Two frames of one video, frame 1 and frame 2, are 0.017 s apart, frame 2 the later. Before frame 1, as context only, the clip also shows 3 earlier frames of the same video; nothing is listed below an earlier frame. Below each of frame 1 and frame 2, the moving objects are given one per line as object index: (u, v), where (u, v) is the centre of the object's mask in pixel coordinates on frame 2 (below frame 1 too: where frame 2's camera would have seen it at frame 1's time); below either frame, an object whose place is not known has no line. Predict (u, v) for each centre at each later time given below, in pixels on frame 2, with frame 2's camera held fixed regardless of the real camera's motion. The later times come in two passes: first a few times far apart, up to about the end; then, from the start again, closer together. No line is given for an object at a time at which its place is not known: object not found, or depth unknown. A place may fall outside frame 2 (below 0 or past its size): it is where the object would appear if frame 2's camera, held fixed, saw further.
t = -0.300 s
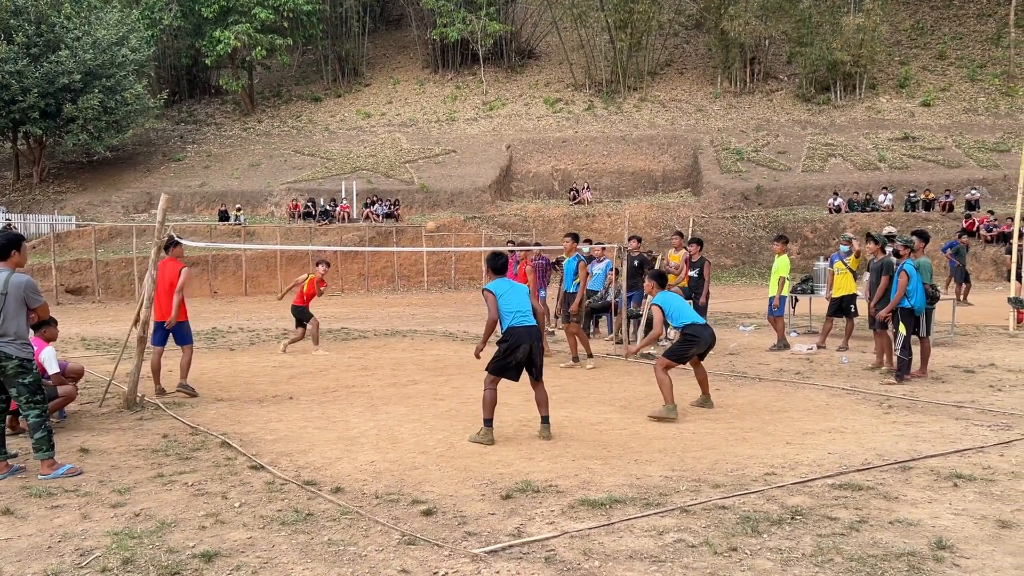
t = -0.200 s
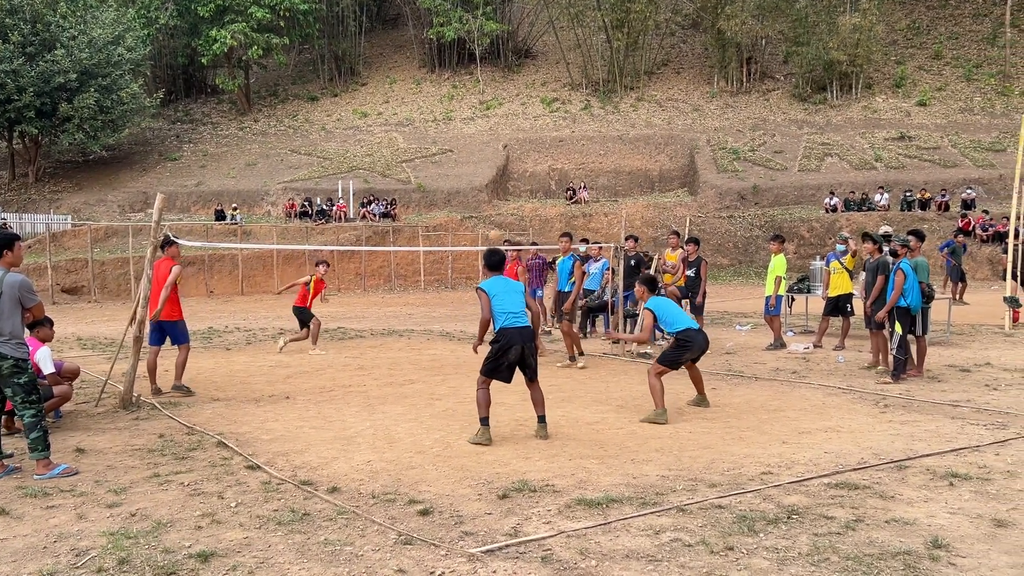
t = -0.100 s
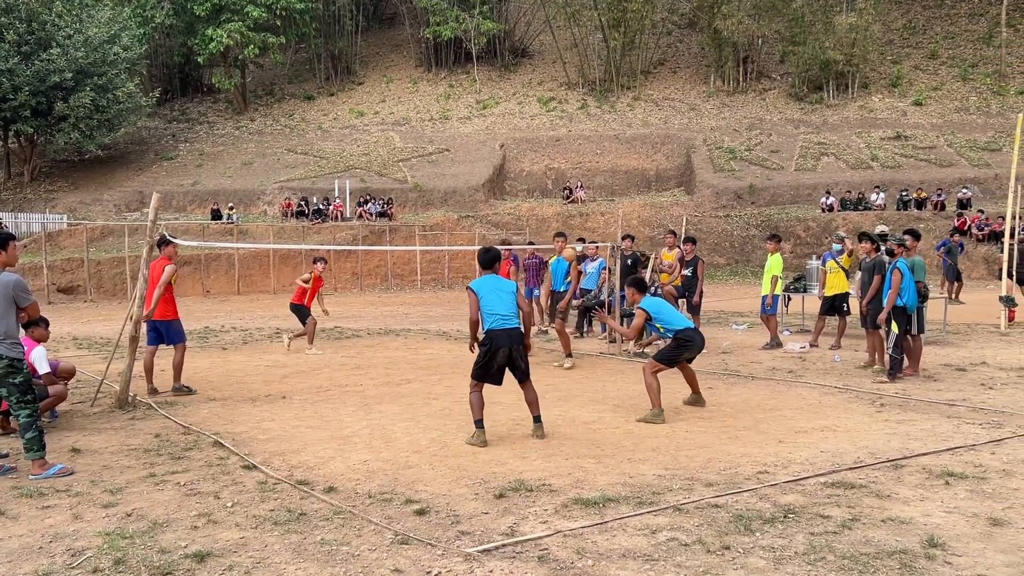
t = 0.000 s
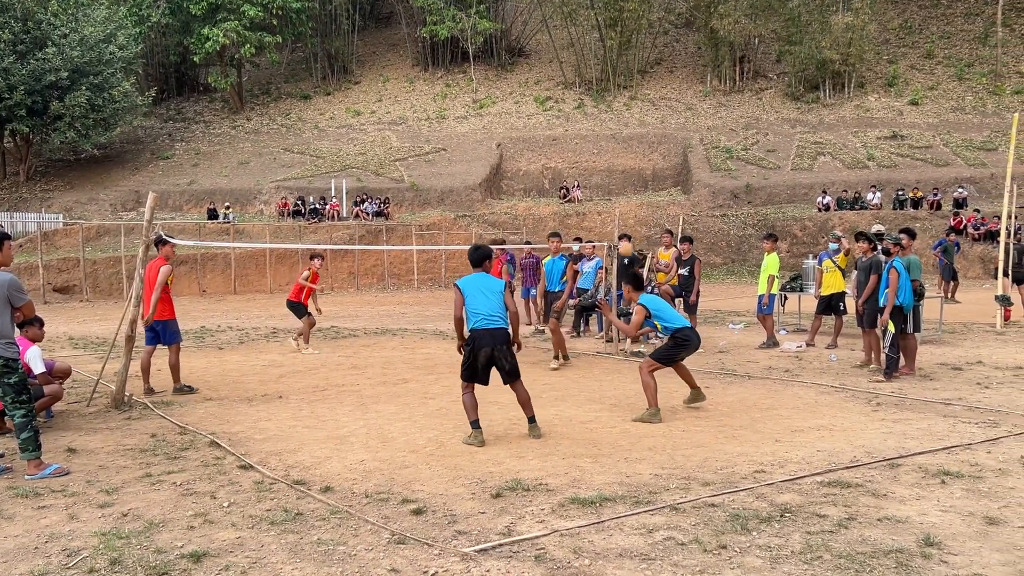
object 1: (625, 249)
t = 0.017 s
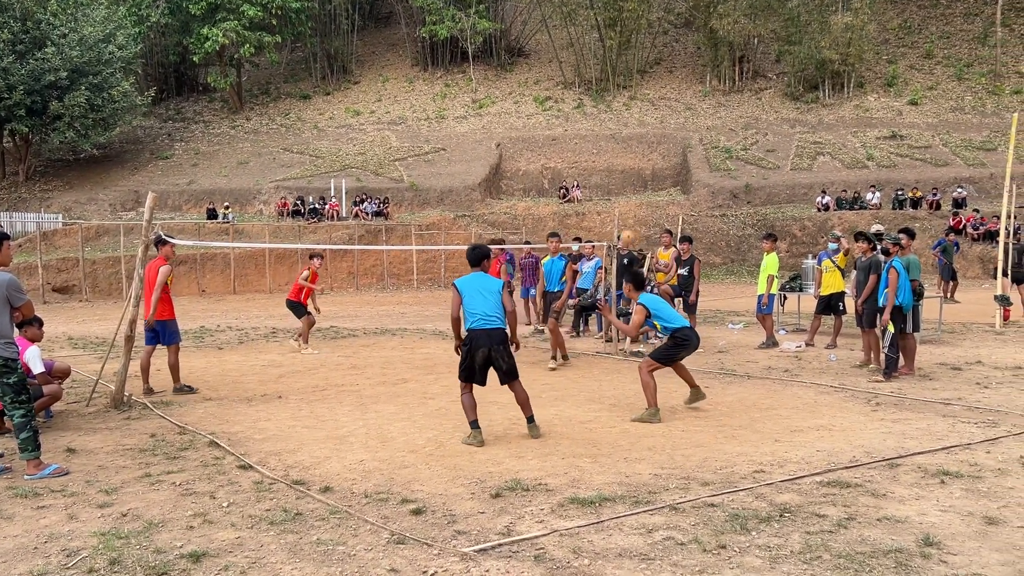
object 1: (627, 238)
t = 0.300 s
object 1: (648, 79)
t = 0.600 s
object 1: (670, 8)
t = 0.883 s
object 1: (691, 29)
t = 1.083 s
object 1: (704, 104)
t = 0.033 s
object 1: (628, 225)
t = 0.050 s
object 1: (629, 214)
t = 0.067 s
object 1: (630, 203)
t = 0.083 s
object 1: (632, 193)
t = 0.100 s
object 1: (633, 182)
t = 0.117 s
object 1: (635, 173)
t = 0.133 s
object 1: (636, 162)
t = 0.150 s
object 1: (637, 153)
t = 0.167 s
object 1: (638, 143)
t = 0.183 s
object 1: (640, 134)
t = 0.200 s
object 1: (642, 125)
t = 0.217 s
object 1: (642, 117)
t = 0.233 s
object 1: (643, 108)
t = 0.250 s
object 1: (644, 101)
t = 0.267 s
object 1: (645, 93)
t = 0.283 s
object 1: (647, 86)
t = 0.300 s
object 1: (648, 79)
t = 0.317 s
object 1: (650, 72)
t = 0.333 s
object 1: (651, 66)
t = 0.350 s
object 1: (652, 59)
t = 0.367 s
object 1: (653, 54)
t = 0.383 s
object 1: (654, 48)
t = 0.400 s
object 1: (656, 43)
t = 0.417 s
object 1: (657, 37)
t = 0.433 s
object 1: (658, 33)
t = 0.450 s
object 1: (659, 29)
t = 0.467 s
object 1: (661, 25)
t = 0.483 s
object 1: (662, 21)
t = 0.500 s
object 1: (663, 18)
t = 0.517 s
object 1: (664, 16)
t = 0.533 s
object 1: (665, 12)
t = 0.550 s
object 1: (667, 11)
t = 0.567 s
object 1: (668, 9)
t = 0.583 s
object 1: (669, 9)
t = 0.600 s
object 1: (670, 8)
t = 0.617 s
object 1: (671, 8)
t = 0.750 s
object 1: (681, 9)
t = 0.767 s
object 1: (683, 9)
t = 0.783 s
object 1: (684, 10)
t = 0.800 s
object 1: (685, 12)
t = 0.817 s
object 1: (687, 15)
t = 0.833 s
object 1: (688, 17)
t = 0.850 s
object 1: (689, 21)
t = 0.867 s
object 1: (690, 25)
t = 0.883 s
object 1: (691, 29)
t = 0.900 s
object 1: (692, 33)
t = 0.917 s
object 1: (694, 39)
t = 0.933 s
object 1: (695, 43)
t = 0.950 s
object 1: (696, 48)
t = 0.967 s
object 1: (697, 55)
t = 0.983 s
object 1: (698, 60)
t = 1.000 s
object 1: (699, 67)
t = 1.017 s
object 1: (700, 74)
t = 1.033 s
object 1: (701, 81)
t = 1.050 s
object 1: (702, 87)
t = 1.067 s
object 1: (703, 96)
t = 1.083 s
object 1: (704, 104)
